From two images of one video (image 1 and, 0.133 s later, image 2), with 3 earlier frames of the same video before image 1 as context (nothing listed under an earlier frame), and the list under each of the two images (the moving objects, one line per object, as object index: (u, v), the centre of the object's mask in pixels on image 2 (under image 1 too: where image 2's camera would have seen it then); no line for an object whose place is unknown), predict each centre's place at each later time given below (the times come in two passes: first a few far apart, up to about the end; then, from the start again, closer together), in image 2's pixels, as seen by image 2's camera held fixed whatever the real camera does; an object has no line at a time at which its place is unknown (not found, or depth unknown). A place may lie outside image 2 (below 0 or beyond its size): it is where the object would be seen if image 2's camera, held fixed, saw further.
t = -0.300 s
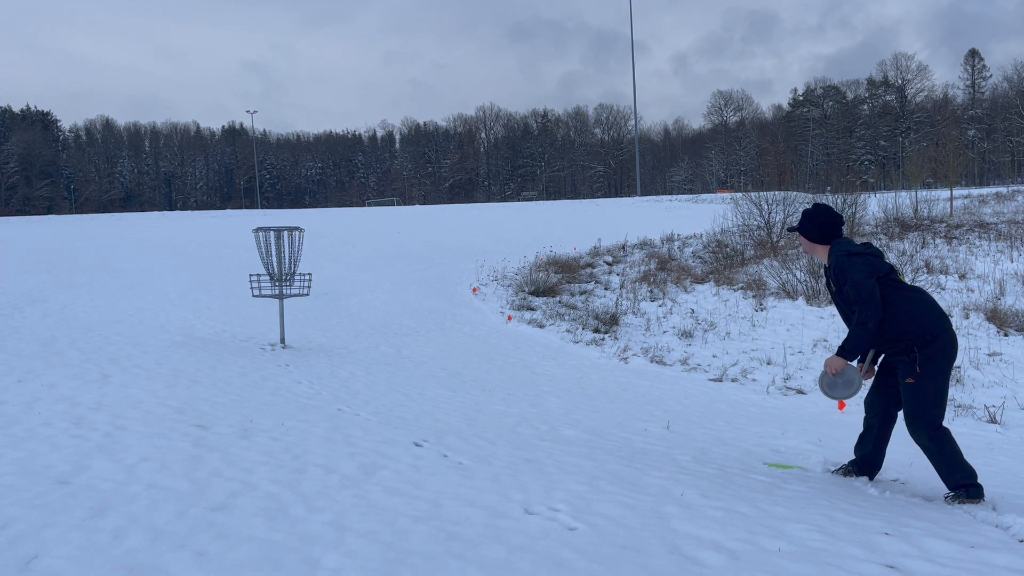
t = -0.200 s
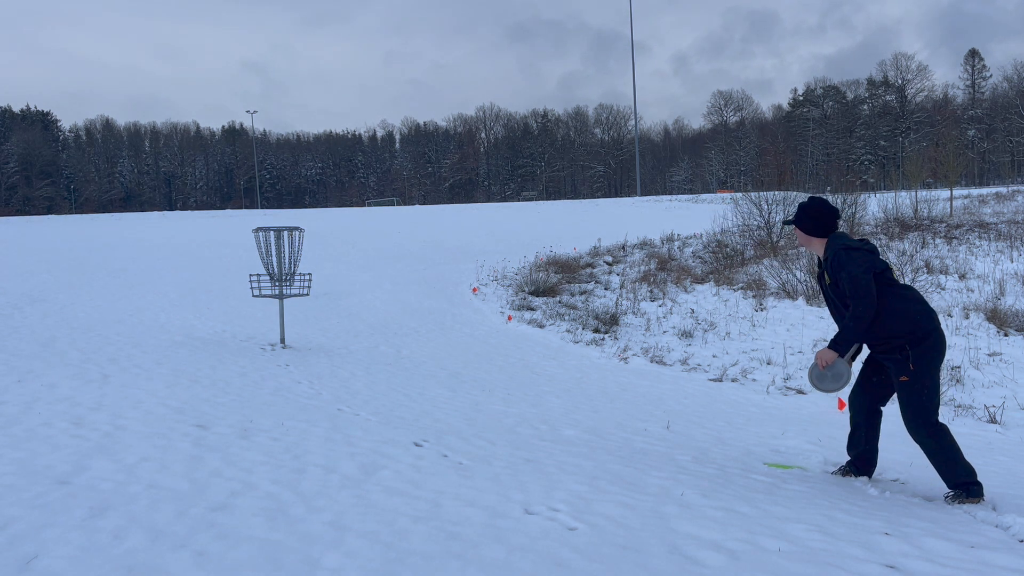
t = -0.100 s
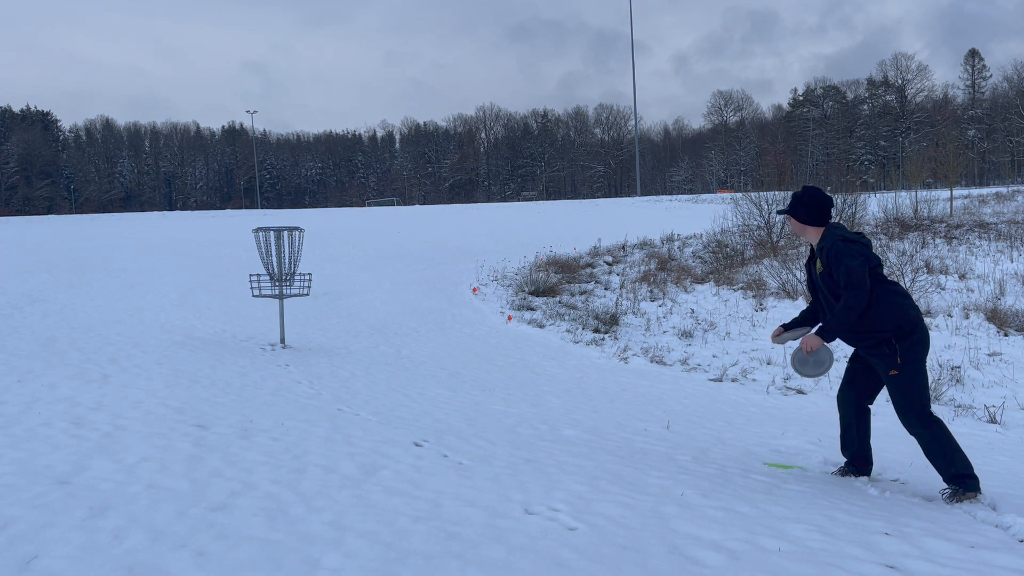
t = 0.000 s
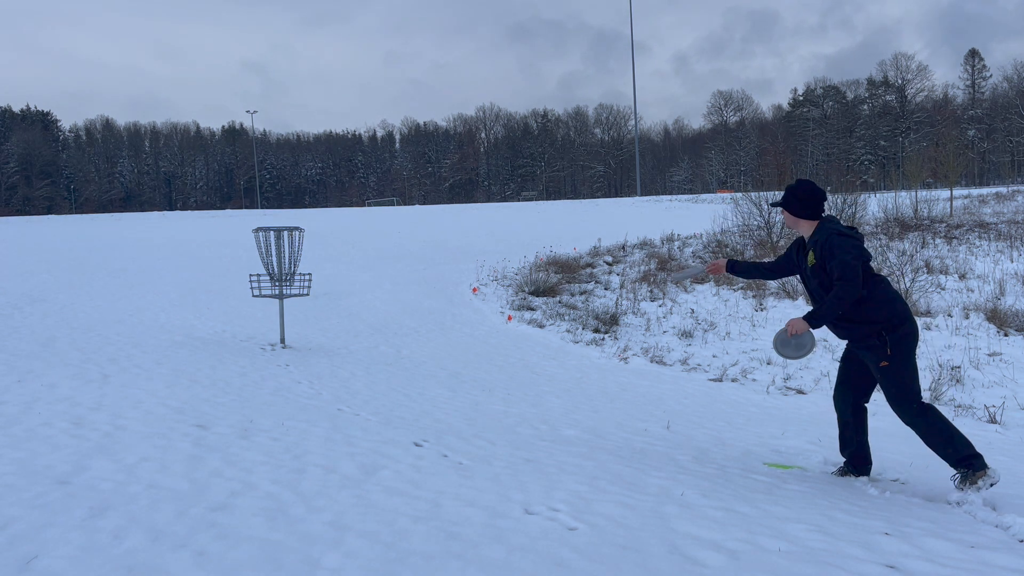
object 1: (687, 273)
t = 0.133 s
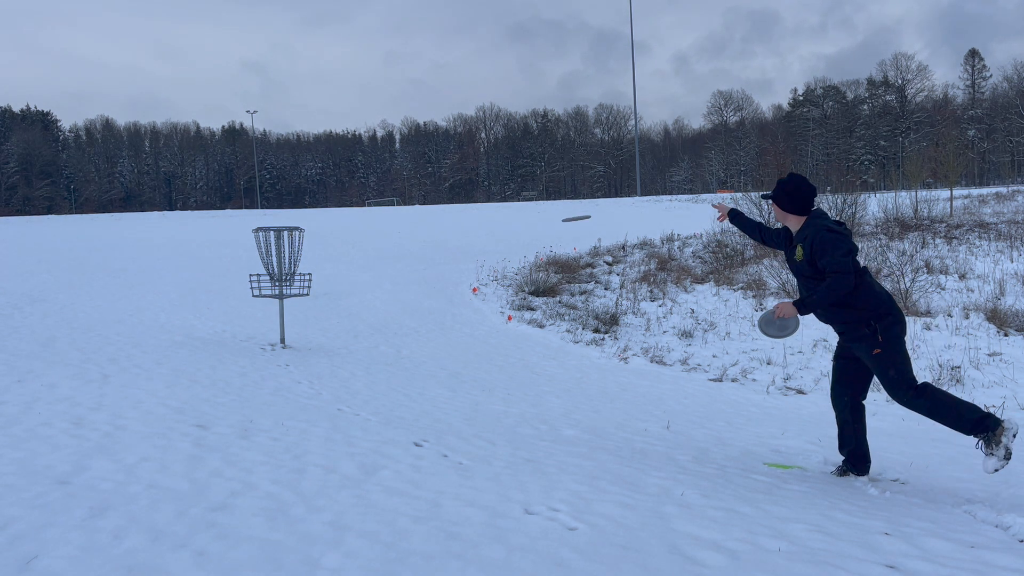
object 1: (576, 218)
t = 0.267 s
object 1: (494, 205)
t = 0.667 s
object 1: (337, 251)
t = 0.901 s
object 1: (296, 279)
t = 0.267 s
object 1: (494, 205)
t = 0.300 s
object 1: (477, 205)
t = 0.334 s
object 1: (460, 206)
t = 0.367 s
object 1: (445, 209)
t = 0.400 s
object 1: (431, 212)
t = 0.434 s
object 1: (417, 215)
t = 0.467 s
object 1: (404, 220)
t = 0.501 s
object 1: (392, 224)
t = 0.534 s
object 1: (380, 229)
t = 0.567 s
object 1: (369, 235)
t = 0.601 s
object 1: (358, 240)
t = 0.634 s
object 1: (347, 246)
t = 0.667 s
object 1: (337, 251)
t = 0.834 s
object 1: (298, 277)
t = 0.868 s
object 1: (298, 278)
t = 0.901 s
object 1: (296, 279)
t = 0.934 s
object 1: (296, 283)
